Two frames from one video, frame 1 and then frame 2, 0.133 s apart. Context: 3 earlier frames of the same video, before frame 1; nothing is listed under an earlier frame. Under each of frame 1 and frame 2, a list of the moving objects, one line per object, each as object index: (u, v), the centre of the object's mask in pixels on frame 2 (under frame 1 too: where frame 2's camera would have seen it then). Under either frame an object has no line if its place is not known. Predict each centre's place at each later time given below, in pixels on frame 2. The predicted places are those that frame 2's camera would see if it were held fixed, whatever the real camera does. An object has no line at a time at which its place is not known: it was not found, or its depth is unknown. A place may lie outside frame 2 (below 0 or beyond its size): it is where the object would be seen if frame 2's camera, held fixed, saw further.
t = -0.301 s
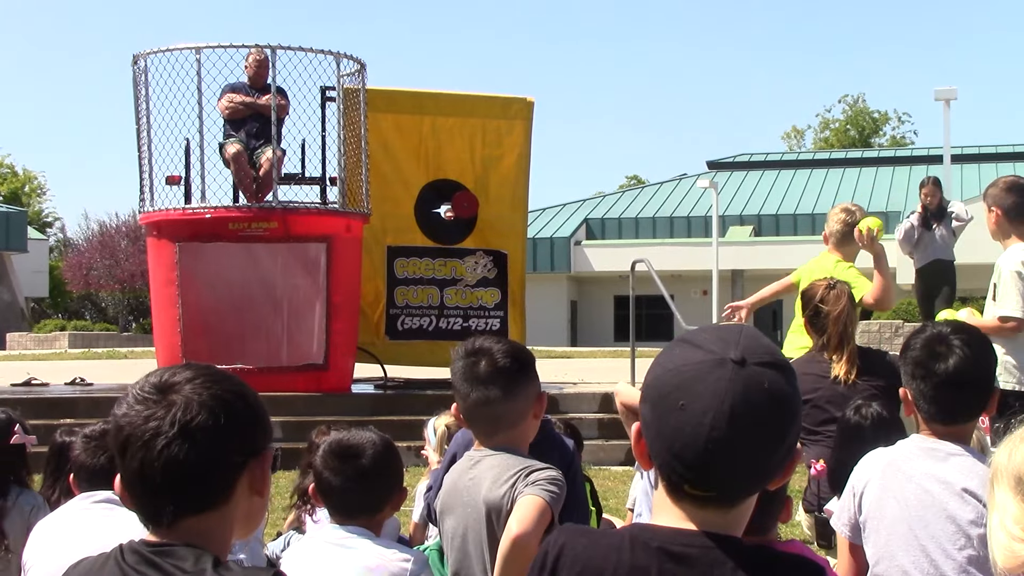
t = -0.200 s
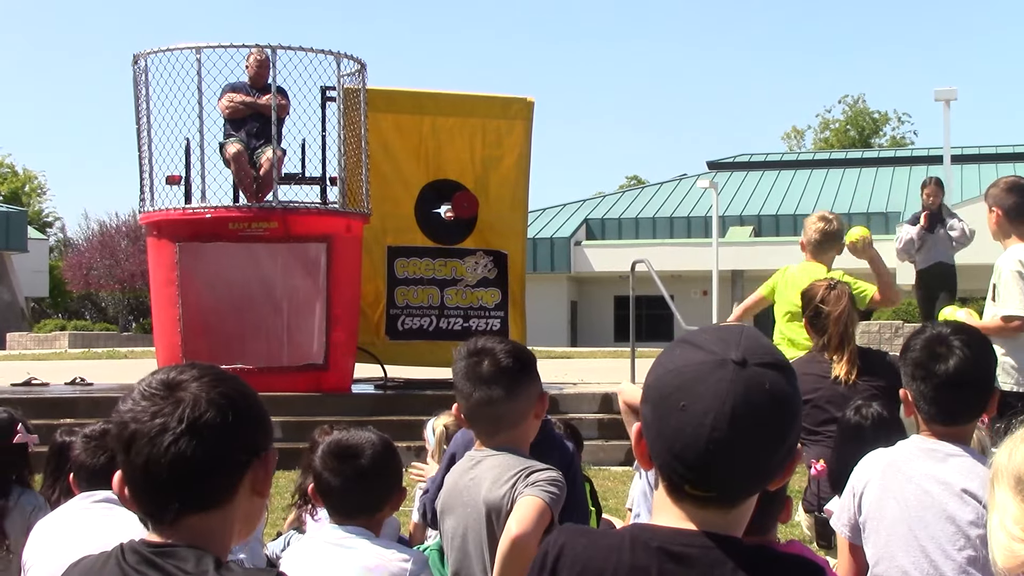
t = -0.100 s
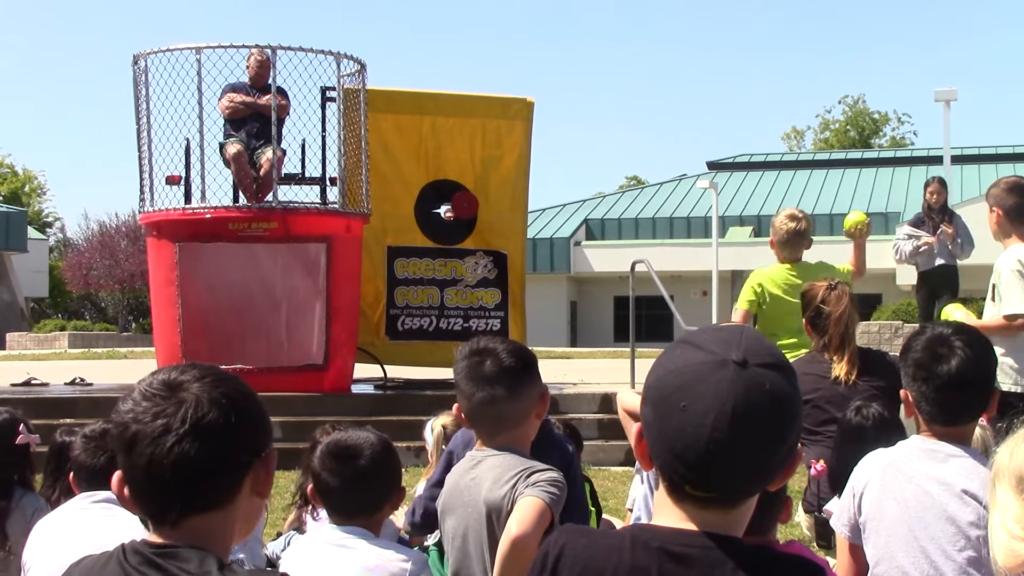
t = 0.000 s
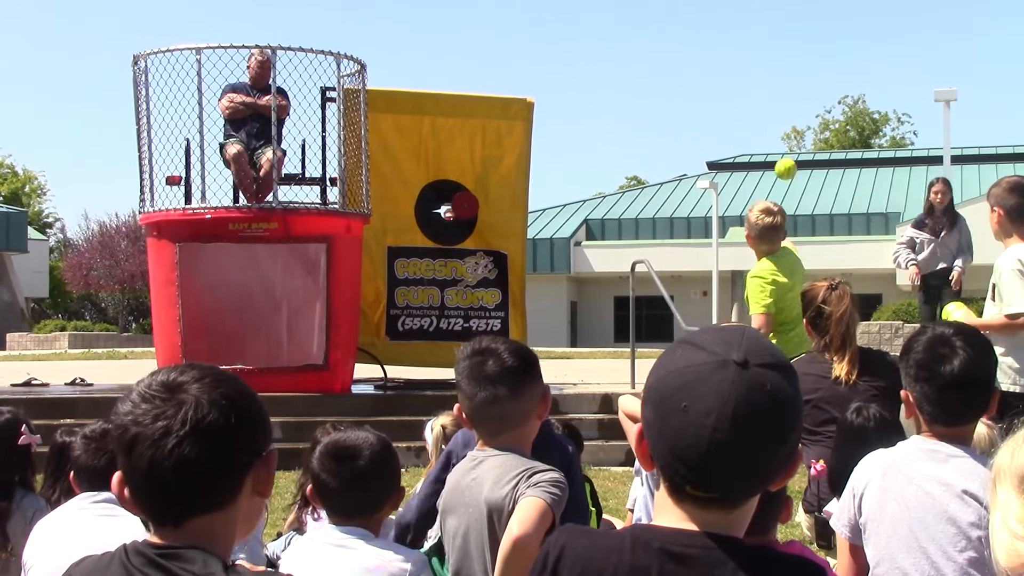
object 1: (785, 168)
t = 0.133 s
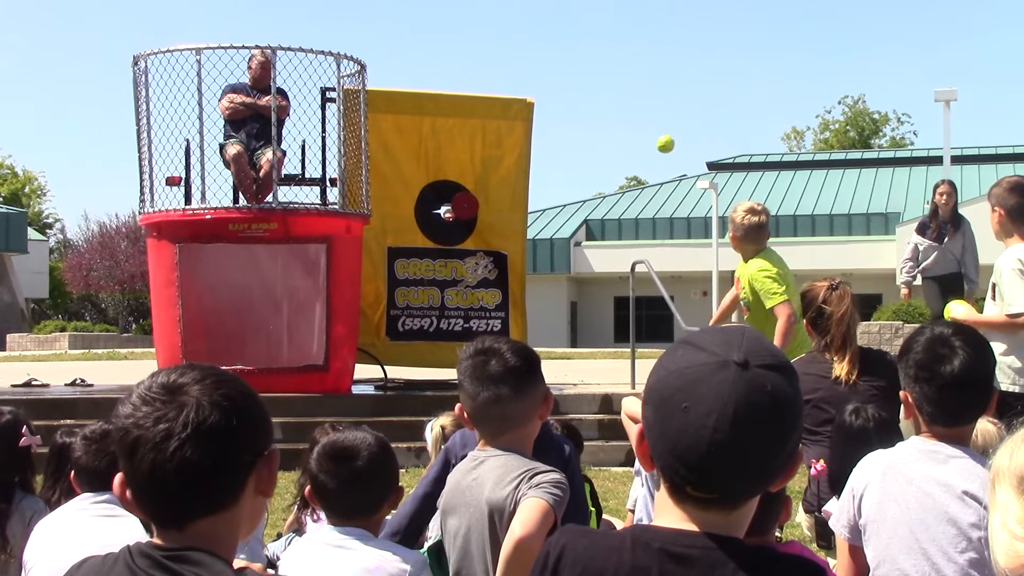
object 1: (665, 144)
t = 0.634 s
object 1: (551, 310)
